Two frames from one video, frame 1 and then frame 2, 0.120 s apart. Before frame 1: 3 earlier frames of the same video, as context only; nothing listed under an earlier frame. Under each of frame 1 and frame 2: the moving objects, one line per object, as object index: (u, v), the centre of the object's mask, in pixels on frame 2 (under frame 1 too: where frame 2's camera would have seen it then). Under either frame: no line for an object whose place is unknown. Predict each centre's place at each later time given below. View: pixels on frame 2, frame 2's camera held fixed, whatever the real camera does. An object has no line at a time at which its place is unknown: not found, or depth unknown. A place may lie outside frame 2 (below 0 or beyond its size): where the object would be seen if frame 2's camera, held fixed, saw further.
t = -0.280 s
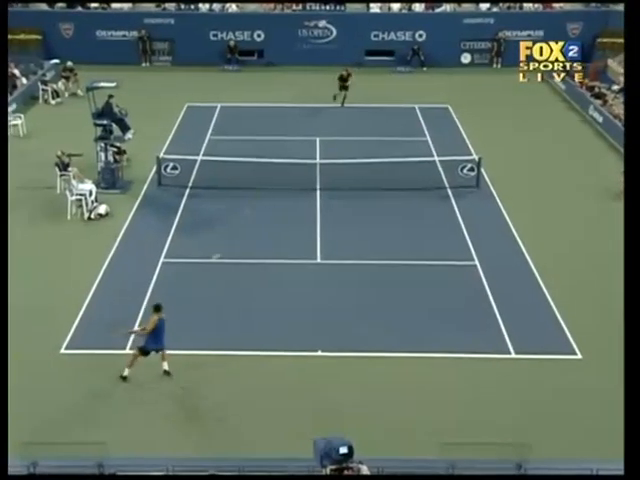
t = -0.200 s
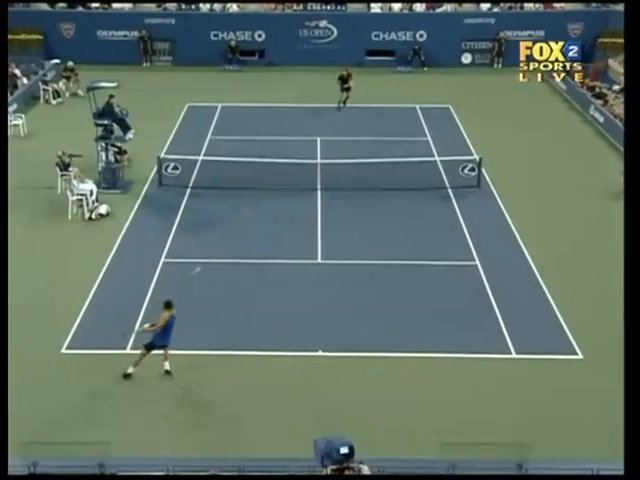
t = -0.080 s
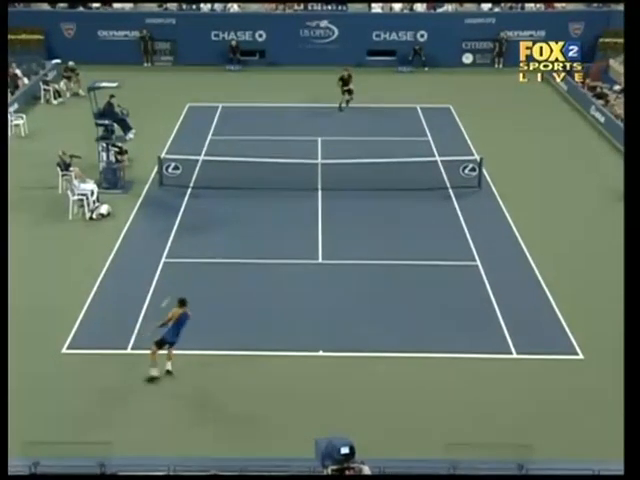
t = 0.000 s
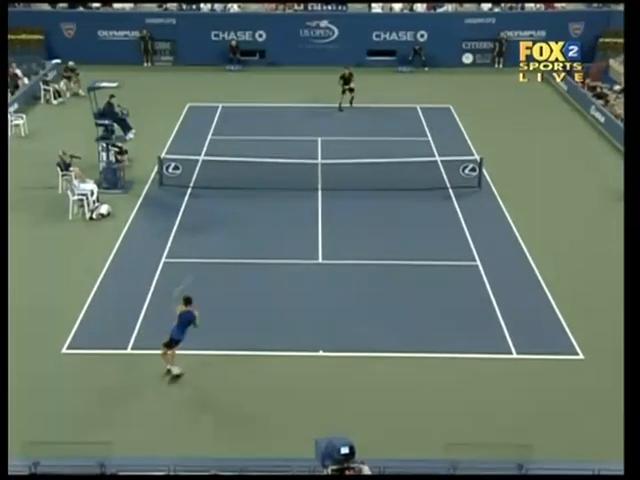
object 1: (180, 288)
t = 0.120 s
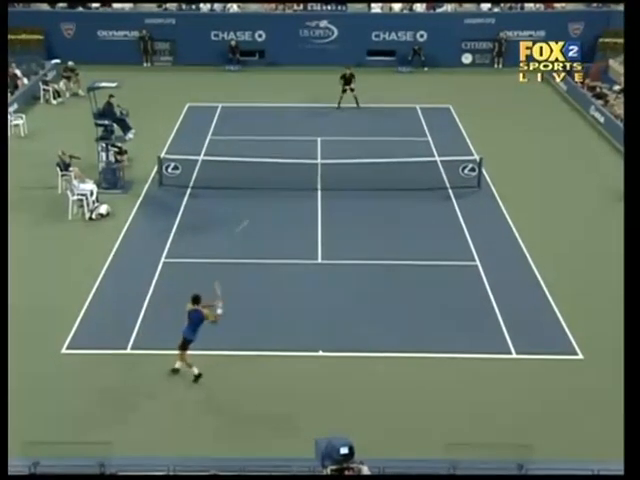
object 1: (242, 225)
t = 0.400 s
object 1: (331, 153)
